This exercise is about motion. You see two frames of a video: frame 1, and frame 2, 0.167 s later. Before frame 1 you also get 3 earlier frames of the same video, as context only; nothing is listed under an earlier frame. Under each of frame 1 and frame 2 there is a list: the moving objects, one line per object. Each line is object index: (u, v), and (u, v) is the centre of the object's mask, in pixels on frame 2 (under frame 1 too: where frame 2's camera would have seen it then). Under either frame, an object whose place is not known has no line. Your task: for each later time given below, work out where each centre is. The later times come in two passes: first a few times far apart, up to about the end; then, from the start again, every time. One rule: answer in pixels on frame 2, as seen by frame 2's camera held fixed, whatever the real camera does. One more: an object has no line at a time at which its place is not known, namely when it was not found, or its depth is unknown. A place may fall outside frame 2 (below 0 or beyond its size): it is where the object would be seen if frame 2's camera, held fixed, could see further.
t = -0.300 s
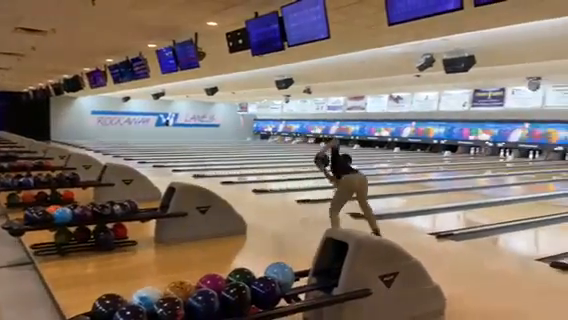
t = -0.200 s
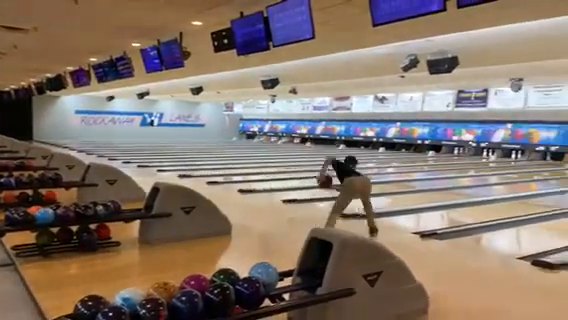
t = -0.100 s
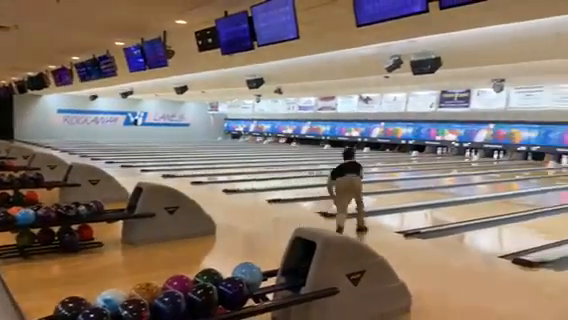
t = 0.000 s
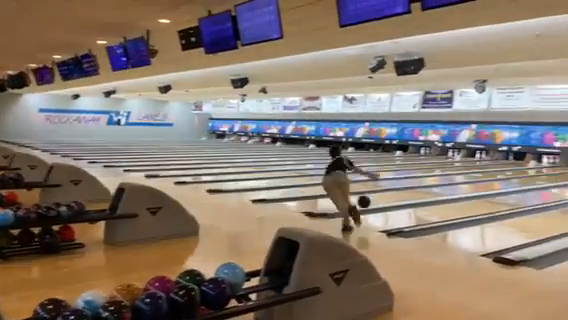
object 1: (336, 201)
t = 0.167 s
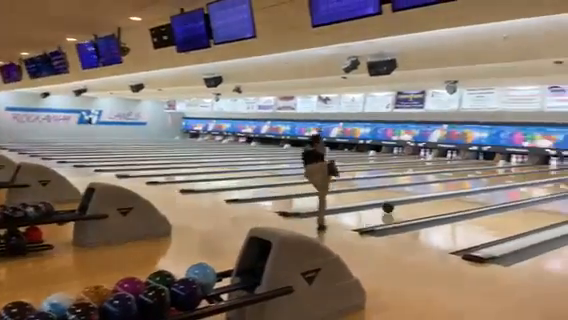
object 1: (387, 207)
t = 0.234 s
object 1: (405, 204)
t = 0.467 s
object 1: (457, 196)
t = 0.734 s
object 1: (502, 189)
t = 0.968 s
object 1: (533, 184)
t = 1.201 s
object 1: (558, 179)
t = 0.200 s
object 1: (396, 206)
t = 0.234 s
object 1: (405, 204)
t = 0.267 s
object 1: (413, 203)
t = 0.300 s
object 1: (421, 202)
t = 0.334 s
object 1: (429, 201)
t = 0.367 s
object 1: (436, 199)
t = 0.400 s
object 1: (443, 198)
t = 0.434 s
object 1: (450, 197)
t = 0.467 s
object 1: (457, 196)
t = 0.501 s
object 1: (463, 195)
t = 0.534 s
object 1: (469, 194)
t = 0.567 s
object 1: (475, 193)
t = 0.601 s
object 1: (481, 192)
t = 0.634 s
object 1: (486, 191)
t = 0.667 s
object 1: (492, 190)
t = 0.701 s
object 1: (497, 189)
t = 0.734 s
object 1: (502, 189)
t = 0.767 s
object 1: (507, 188)
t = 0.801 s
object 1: (511, 187)
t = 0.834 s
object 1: (516, 186)
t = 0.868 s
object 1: (521, 186)
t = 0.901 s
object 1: (525, 185)
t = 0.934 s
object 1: (529, 184)
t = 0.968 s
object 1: (533, 184)
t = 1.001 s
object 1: (537, 183)
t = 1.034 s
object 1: (541, 182)
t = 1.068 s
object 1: (545, 182)
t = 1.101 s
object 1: (548, 181)
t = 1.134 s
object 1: (552, 181)
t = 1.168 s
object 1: (556, 180)
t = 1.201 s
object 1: (558, 179)
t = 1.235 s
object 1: (562, 179)
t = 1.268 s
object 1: (566, 178)
